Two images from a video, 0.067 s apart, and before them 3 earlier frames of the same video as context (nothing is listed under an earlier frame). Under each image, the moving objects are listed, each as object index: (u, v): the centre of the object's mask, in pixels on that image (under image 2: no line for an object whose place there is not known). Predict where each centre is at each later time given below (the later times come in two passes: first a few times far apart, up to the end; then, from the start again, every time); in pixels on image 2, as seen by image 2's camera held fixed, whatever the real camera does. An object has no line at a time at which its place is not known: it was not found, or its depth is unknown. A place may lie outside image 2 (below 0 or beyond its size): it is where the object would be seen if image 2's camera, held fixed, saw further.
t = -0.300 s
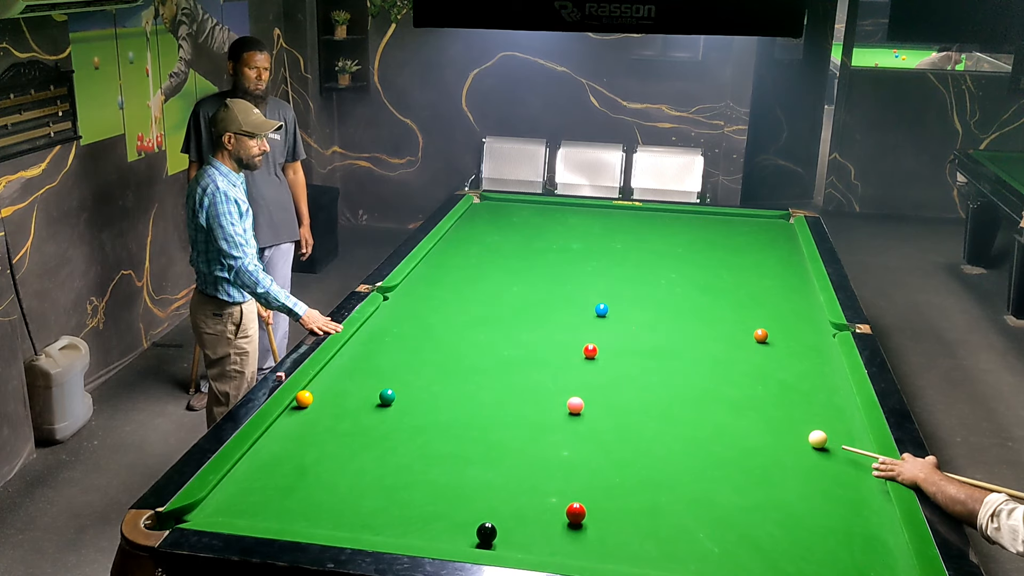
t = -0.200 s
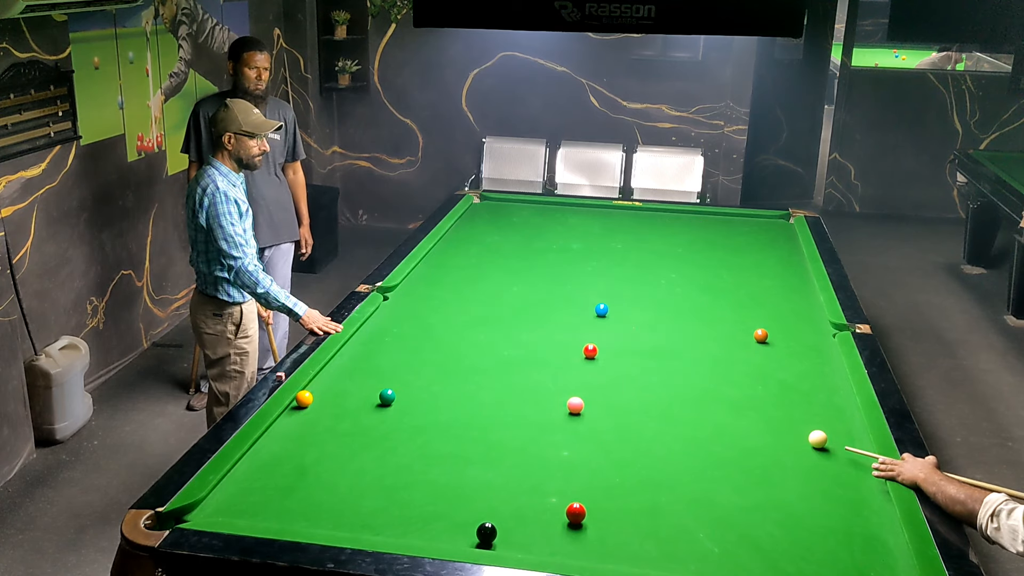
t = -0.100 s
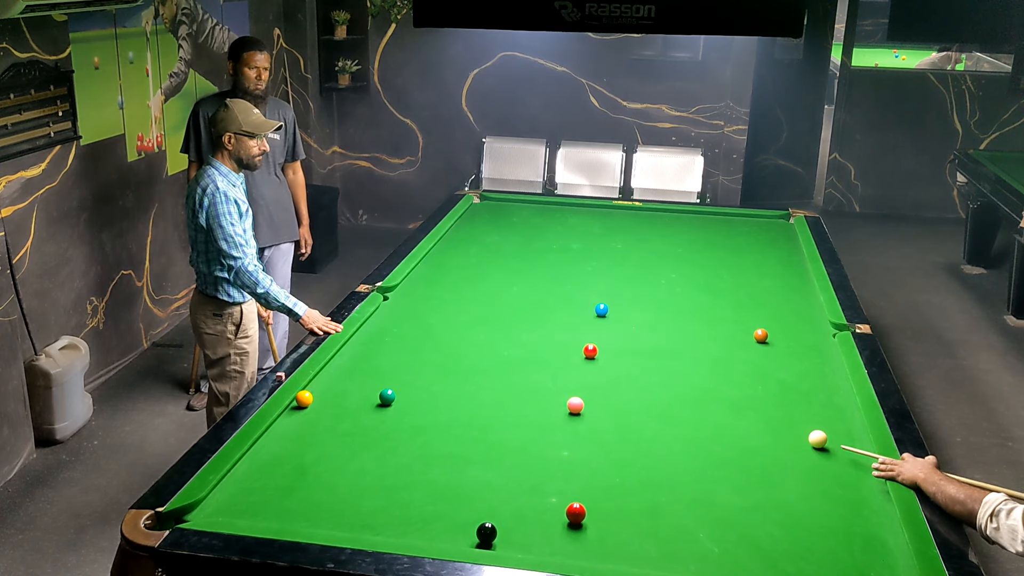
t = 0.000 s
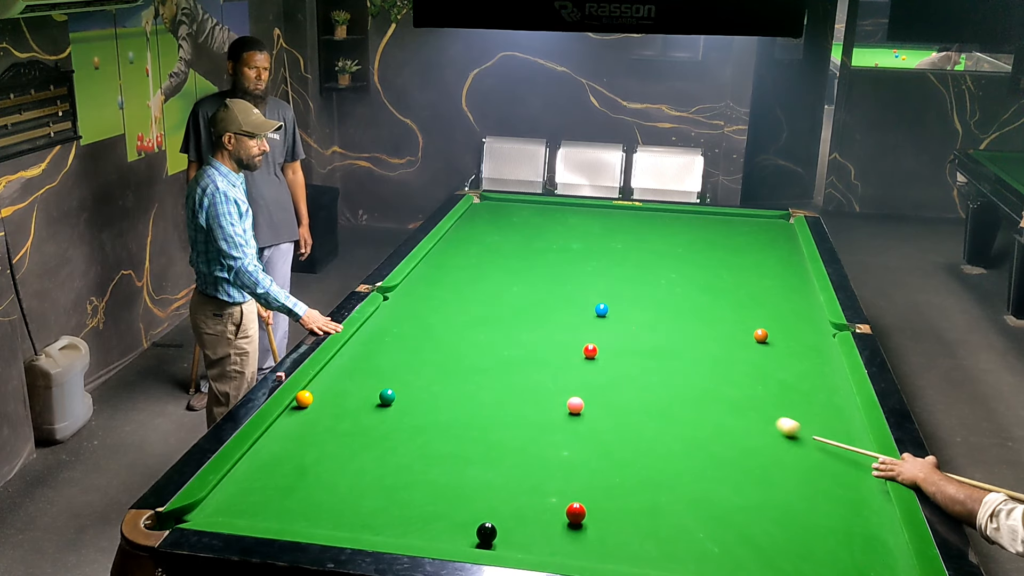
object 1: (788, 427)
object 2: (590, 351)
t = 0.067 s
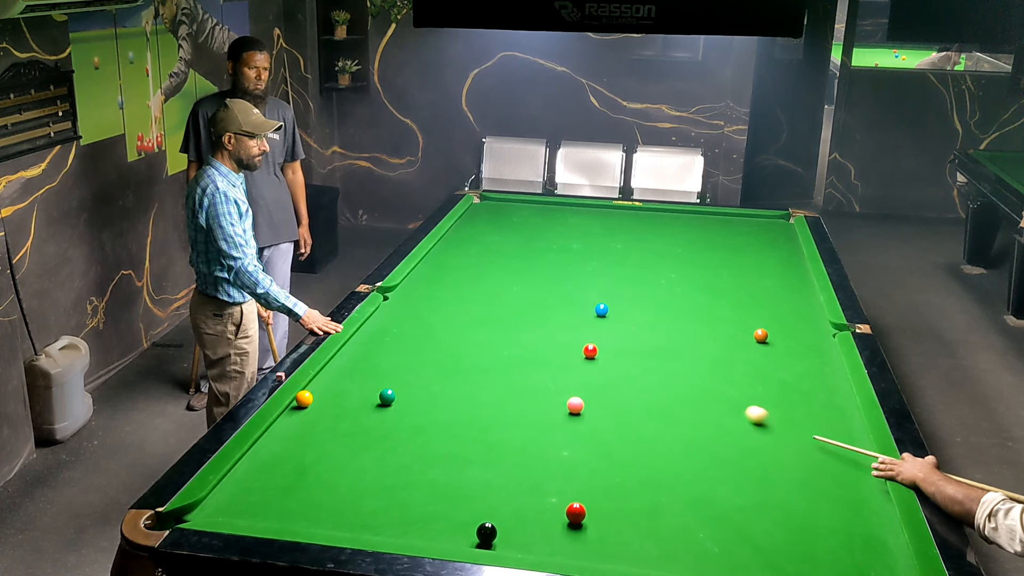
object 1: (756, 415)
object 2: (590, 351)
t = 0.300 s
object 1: (676, 383)
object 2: (590, 351)
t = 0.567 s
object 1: (603, 355)
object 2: (590, 351)
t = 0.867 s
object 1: (594, 346)
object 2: (536, 334)
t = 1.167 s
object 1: (582, 338)
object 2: (492, 320)
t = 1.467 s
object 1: (573, 331)
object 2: (452, 308)
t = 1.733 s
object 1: (565, 325)
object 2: (420, 299)
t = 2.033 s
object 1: (558, 320)
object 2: (388, 290)
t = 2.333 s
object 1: (552, 315)
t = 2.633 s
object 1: (547, 312)
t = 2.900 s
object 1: (543, 309)
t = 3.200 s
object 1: (540, 307)
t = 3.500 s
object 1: (538, 306)
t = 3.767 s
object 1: (537, 305)
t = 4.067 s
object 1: (537, 305)
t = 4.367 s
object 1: (537, 305)
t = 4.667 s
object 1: (537, 305)
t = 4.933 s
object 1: (537, 305)
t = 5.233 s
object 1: (537, 305)
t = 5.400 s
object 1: (537, 305)
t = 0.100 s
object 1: (743, 409)
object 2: (590, 351)
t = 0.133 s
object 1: (729, 404)
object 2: (590, 351)
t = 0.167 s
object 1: (717, 399)
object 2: (590, 351)
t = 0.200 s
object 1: (707, 395)
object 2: (590, 351)
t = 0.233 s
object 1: (696, 391)
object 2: (590, 351)
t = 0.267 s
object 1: (686, 387)
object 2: (590, 351)
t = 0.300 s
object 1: (676, 383)
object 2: (590, 351)
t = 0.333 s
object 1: (666, 379)
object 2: (590, 351)
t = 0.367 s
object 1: (657, 376)
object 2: (590, 351)
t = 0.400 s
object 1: (647, 372)
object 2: (590, 351)
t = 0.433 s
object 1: (638, 369)
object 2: (590, 351)
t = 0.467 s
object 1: (629, 365)
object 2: (590, 351)
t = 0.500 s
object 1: (620, 362)
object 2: (590, 351)
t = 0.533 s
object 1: (612, 358)
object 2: (590, 351)
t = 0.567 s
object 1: (603, 355)
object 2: (590, 351)
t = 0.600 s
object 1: (603, 354)
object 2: (583, 348)
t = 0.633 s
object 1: (602, 354)
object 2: (575, 346)
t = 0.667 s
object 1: (602, 353)
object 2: (569, 344)
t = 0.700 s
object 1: (600, 352)
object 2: (563, 342)
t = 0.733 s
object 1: (599, 350)
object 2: (558, 340)
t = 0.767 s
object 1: (598, 349)
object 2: (552, 338)
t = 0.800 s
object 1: (596, 348)
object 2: (547, 337)
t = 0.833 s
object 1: (595, 347)
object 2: (541, 335)
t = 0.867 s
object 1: (594, 346)
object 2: (536, 334)
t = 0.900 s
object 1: (592, 345)
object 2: (531, 332)
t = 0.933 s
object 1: (591, 344)
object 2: (526, 331)
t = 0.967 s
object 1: (590, 343)
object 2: (521, 329)
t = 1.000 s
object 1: (589, 342)
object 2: (516, 327)
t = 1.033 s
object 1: (587, 341)
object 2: (511, 326)
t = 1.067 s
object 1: (586, 341)
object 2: (506, 325)
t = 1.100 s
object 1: (585, 340)
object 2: (501, 323)
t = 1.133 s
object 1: (584, 339)
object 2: (497, 321)
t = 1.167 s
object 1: (582, 338)
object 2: (492, 320)
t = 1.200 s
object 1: (581, 337)
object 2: (487, 319)
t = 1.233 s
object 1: (580, 336)
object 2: (483, 317)
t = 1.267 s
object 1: (579, 335)
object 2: (478, 316)
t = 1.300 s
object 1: (578, 335)
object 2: (473, 315)
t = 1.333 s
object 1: (577, 334)
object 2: (469, 313)
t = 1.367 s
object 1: (576, 333)
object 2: (465, 312)
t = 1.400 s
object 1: (575, 332)
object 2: (460, 311)
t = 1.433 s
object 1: (574, 332)
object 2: (456, 309)
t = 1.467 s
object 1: (573, 331)
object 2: (452, 308)
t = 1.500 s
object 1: (572, 330)
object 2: (448, 307)
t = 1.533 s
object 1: (571, 329)
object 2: (444, 306)
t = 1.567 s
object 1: (570, 329)
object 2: (439, 305)
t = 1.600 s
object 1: (569, 328)
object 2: (435, 303)
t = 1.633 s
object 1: (568, 327)
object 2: (432, 302)
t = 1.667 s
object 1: (567, 326)
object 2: (427, 301)
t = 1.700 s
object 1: (566, 326)
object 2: (424, 300)
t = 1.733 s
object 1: (565, 325)
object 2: (420, 299)
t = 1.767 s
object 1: (565, 325)
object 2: (416, 298)
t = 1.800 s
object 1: (564, 324)
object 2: (412, 296)
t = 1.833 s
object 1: (563, 323)
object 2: (409, 295)
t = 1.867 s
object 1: (562, 323)
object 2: (405, 295)
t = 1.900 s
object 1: (561, 322)
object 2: (402, 293)
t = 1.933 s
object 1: (561, 321)
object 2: (398, 292)
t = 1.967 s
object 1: (560, 321)
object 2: (394, 291)
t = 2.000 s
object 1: (559, 320)
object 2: (391, 290)
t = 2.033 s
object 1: (558, 320)
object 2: (388, 290)
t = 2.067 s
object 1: (558, 319)
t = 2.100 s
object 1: (557, 319)
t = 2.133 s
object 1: (556, 318)
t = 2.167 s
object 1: (556, 318)
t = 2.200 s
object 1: (555, 317)
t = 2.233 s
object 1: (554, 317)
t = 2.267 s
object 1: (554, 316)
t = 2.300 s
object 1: (553, 316)
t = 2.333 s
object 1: (552, 315)
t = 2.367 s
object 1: (552, 315)
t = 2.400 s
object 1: (551, 314)
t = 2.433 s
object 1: (550, 314)
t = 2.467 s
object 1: (550, 313)
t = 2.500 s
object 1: (549, 313)
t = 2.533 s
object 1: (549, 313)
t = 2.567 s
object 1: (548, 312)
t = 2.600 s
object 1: (547, 312)
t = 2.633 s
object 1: (547, 312)
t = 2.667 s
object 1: (546, 311)
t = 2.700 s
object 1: (546, 311)
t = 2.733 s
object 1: (545, 310)
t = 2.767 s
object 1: (545, 310)
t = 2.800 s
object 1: (544, 310)
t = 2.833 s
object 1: (544, 310)
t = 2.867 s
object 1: (544, 309)
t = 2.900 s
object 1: (543, 309)
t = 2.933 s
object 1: (543, 309)
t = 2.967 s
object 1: (542, 308)
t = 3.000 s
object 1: (542, 308)
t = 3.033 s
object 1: (541, 308)
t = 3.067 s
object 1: (541, 308)
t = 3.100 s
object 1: (541, 308)
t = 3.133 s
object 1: (540, 307)
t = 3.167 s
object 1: (540, 307)
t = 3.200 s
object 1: (540, 307)
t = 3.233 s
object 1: (539, 307)
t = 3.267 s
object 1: (539, 307)
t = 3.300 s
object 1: (539, 306)
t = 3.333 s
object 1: (539, 306)
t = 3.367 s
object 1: (538, 306)
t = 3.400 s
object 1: (538, 306)
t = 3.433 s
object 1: (538, 306)
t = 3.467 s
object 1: (538, 306)
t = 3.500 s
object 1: (538, 306)
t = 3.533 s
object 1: (537, 306)
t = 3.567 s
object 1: (537, 305)
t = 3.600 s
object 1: (537, 305)
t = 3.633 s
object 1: (537, 305)
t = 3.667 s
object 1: (537, 305)
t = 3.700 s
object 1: (537, 305)
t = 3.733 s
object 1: (537, 305)
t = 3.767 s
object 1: (537, 305)
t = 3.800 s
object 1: (537, 305)
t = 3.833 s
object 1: (537, 305)
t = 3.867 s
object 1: (537, 305)
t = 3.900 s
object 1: (537, 305)
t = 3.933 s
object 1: (537, 305)
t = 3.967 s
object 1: (537, 305)
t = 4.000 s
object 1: (537, 305)
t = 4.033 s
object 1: (537, 305)
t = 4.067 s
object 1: (537, 305)
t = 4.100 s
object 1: (537, 305)
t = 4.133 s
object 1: (537, 305)
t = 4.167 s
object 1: (537, 305)
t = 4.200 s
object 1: (537, 305)
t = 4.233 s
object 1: (537, 305)
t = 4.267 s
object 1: (537, 305)
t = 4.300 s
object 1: (537, 305)
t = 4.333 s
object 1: (537, 305)
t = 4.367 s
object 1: (537, 305)
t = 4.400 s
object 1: (537, 305)
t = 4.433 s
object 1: (537, 305)
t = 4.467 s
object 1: (537, 305)
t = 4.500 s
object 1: (537, 305)
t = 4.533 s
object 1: (537, 305)
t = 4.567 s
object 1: (537, 305)
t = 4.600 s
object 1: (537, 305)
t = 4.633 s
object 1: (537, 305)
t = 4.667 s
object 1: (537, 305)
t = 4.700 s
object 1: (537, 305)
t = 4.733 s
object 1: (537, 305)
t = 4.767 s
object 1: (537, 305)
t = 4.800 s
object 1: (537, 305)
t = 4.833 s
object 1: (537, 305)
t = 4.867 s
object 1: (537, 305)
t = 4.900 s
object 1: (537, 305)
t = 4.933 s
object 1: (537, 305)
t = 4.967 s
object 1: (537, 305)
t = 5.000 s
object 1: (537, 305)
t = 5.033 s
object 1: (537, 305)
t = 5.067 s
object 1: (537, 305)
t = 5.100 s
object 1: (537, 305)
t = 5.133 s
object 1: (537, 305)
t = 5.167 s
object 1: (537, 305)
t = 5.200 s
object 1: (537, 305)
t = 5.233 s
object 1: (537, 305)
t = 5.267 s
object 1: (537, 305)
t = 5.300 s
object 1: (537, 305)
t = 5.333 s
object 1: (537, 305)
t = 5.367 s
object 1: (537, 305)
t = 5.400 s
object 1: (537, 305)
